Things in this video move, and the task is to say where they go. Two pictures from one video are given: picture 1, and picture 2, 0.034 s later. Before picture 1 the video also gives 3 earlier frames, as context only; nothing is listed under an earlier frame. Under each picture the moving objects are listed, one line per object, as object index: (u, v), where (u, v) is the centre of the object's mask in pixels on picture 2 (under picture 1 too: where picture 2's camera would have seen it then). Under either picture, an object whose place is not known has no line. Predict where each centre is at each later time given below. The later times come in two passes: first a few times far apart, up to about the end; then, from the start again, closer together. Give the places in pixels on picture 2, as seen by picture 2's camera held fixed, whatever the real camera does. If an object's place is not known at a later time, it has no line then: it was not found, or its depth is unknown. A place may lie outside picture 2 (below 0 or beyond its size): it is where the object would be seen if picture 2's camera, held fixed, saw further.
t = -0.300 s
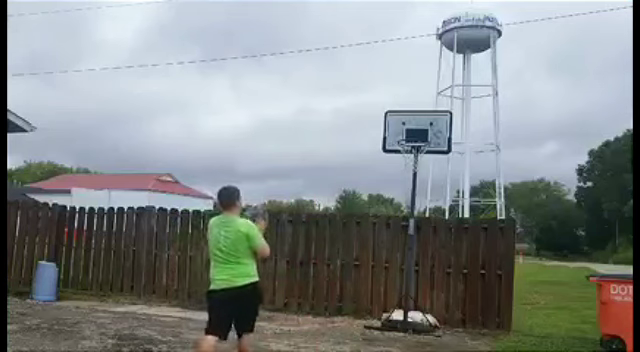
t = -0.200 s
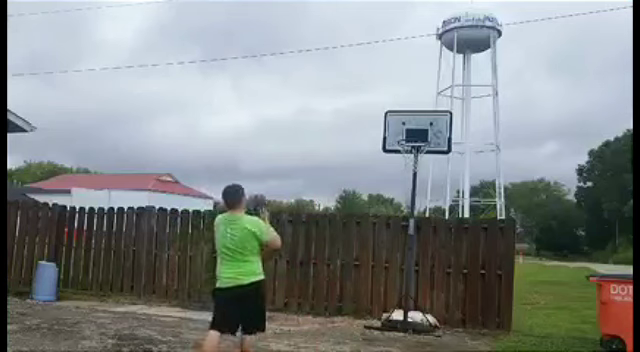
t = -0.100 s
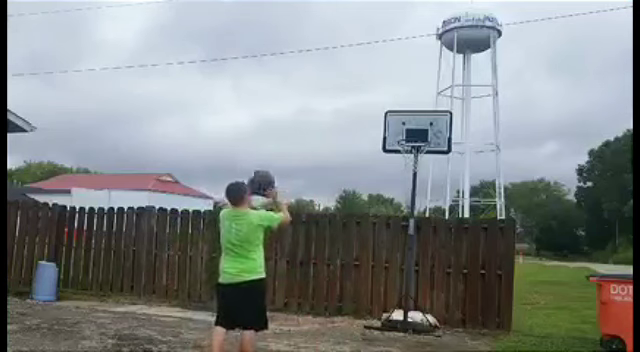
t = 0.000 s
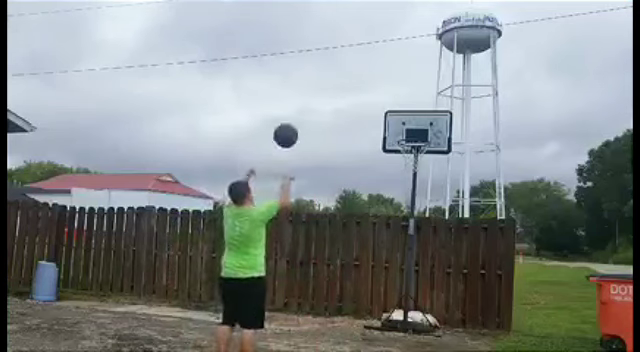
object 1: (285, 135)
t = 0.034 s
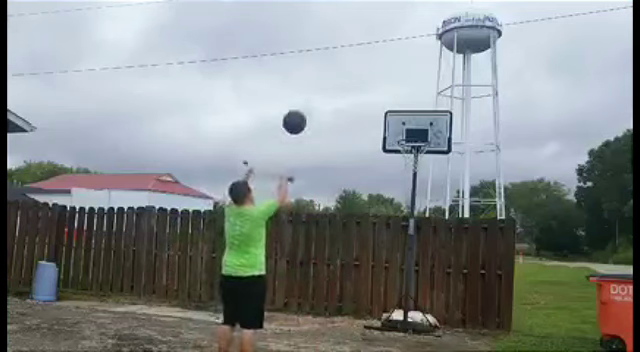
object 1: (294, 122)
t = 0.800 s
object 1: (409, 119)
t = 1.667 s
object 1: (399, 258)
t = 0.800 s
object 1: (409, 119)
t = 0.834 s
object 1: (413, 124)
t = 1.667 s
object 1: (399, 258)
